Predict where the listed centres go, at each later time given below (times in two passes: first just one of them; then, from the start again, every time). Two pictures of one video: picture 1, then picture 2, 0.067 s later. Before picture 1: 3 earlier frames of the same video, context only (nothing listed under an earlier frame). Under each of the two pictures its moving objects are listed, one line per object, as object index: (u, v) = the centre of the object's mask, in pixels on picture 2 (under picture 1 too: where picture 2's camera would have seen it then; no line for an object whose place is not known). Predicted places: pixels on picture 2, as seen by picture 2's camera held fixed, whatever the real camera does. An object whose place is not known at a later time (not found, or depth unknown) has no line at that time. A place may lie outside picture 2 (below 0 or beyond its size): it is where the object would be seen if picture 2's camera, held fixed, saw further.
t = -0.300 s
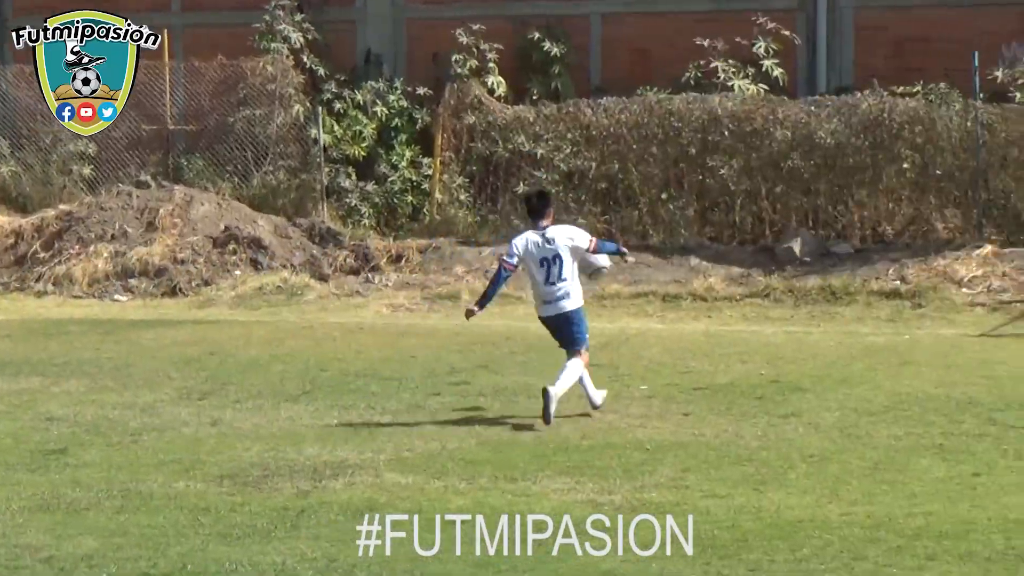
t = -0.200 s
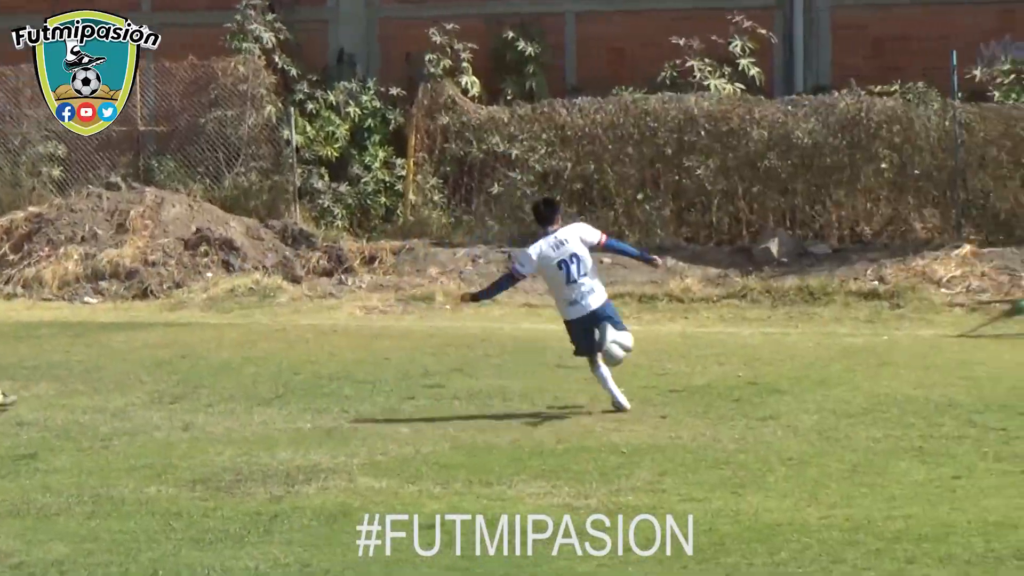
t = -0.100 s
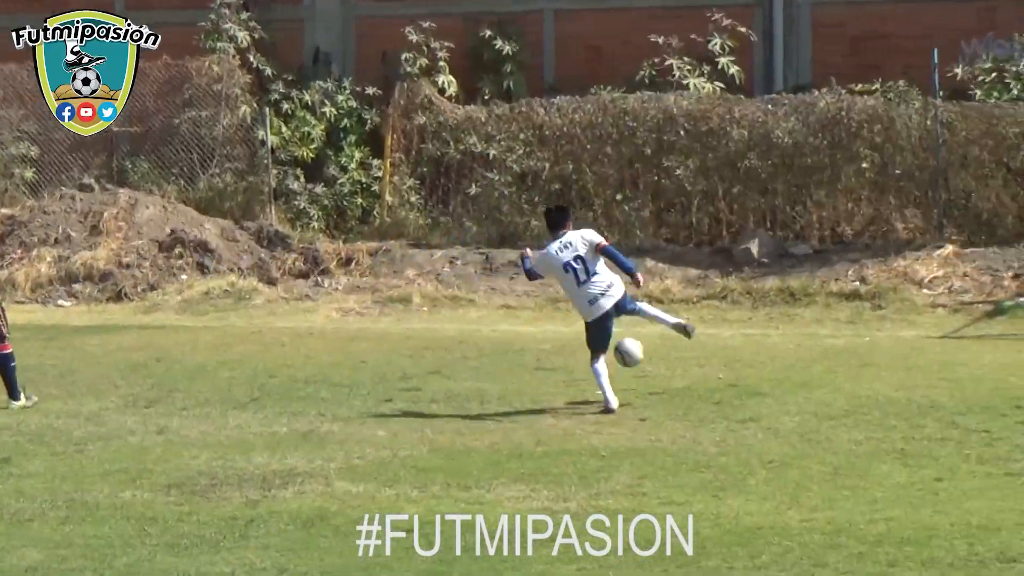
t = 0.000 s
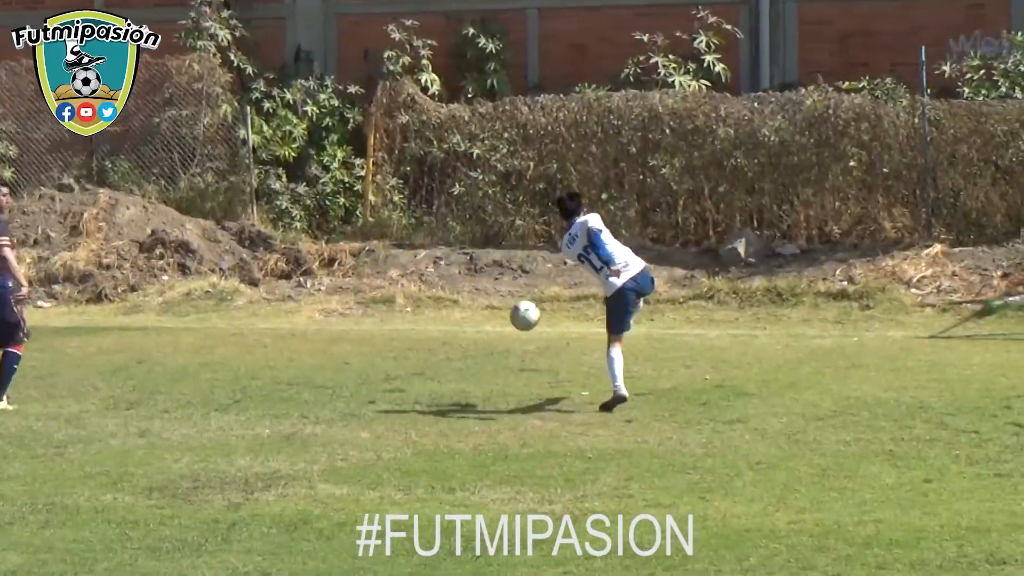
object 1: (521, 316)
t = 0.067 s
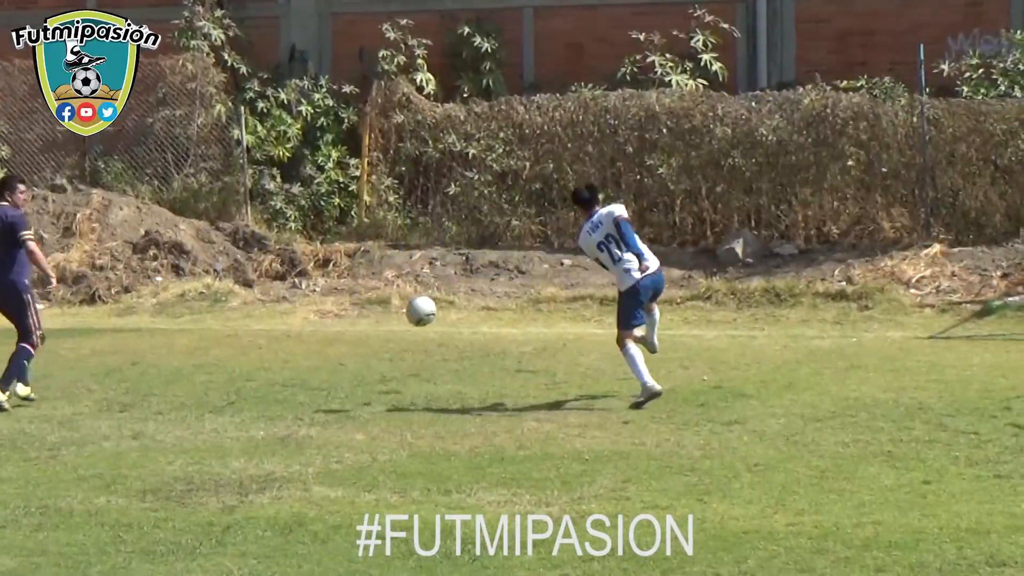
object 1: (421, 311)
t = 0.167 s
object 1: (271, 314)
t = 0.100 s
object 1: (371, 310)
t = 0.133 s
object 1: (321, 312)
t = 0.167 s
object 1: (271, 314)
